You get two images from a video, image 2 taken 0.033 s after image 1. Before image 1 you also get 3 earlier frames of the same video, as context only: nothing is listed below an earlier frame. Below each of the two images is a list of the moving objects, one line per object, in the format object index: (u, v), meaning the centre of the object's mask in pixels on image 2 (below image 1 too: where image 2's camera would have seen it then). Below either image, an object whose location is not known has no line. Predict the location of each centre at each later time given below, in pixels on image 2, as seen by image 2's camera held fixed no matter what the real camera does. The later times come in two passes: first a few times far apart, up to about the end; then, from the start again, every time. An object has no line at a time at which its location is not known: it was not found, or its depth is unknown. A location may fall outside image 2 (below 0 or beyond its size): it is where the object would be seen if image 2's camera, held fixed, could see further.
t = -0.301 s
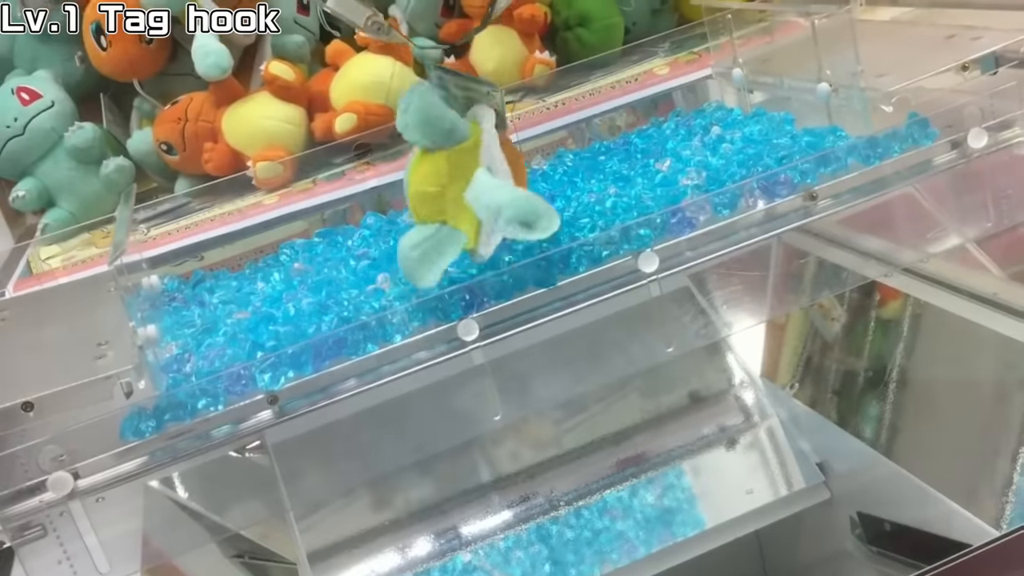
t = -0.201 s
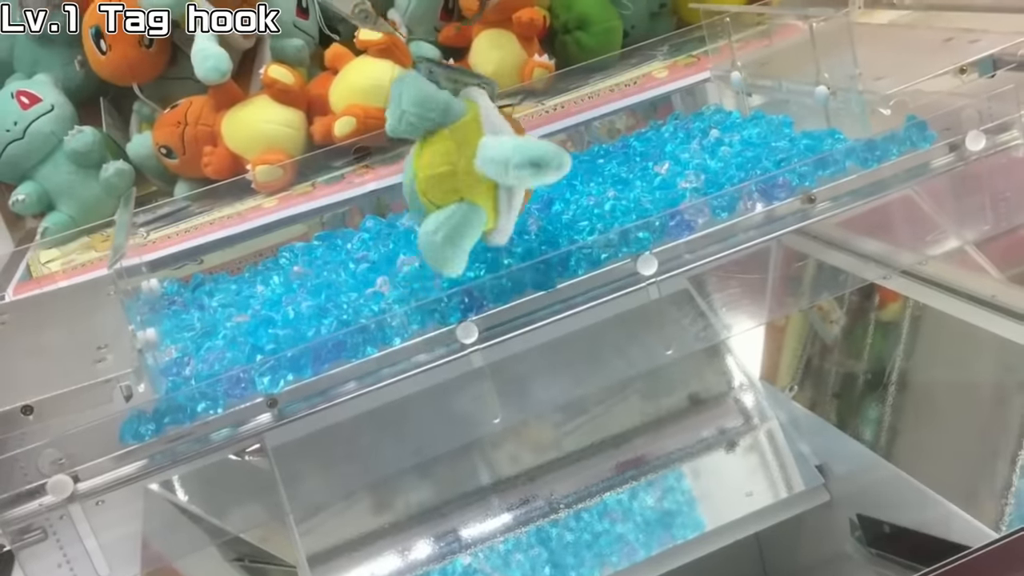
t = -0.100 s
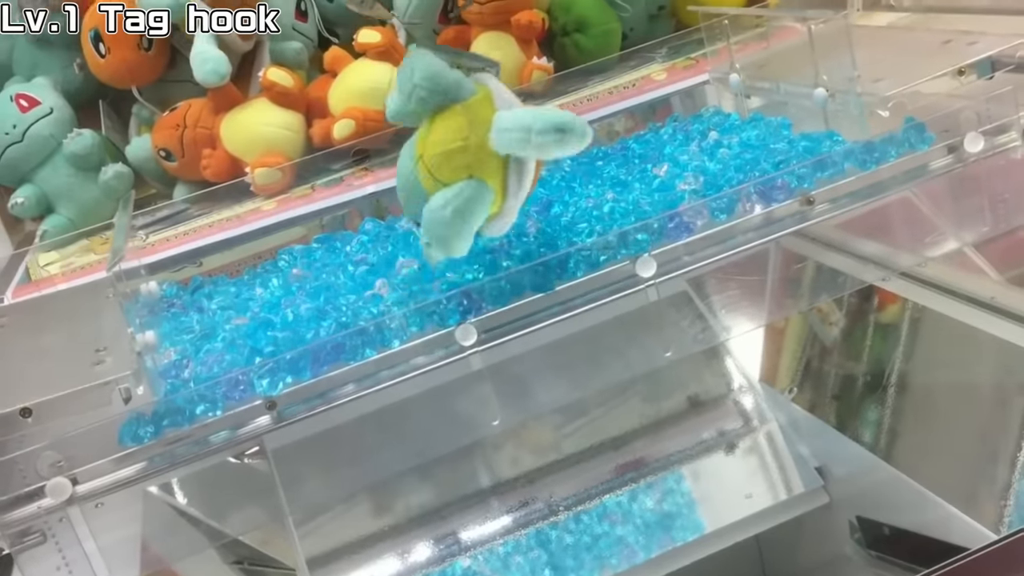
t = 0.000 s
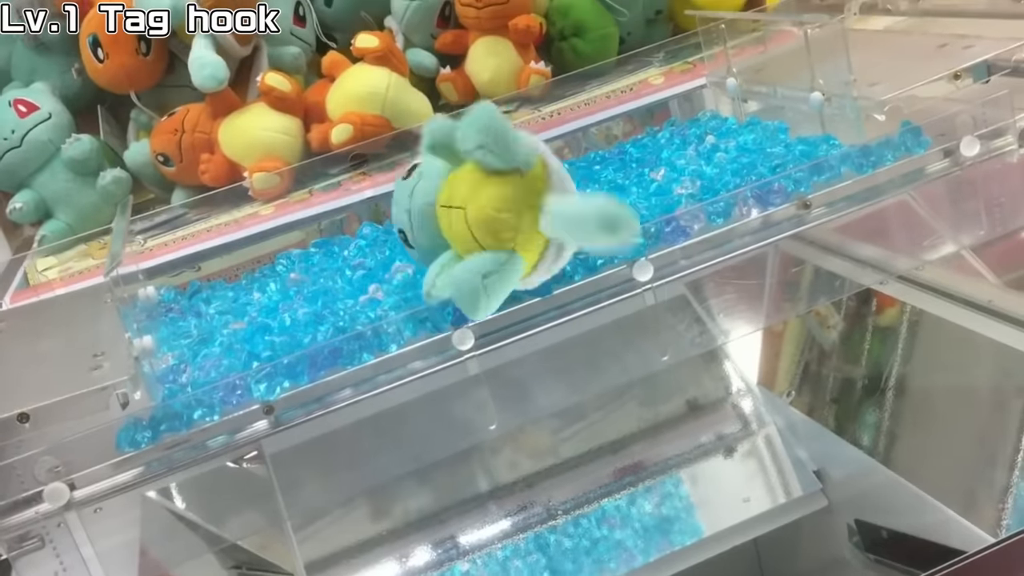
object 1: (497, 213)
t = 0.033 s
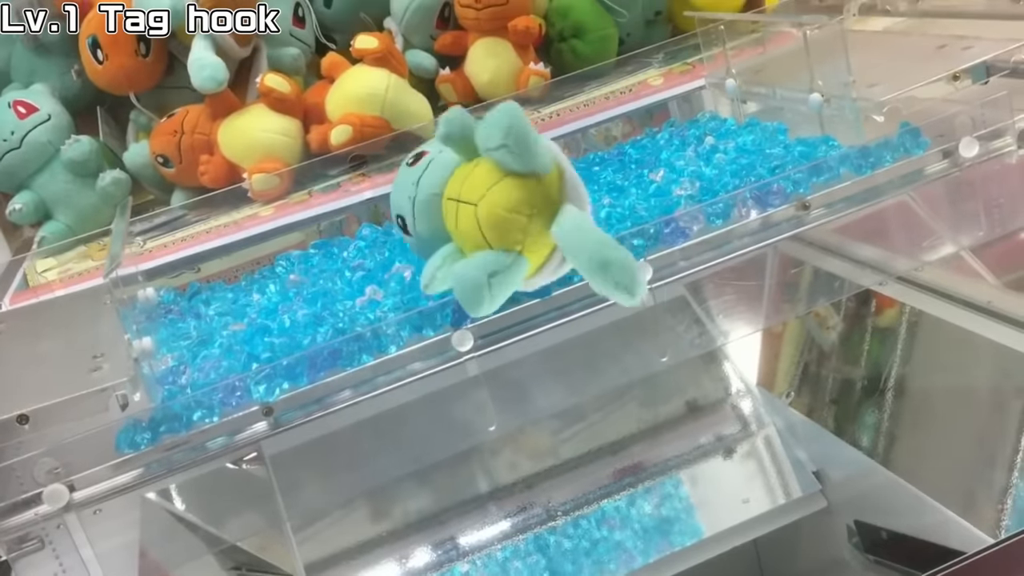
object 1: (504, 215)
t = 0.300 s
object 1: (529, 198)
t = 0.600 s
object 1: (533, 198)
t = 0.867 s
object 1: (532, 199)
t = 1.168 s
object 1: (532, 199)
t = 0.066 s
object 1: (511, 213)
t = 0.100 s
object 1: (517, 208)
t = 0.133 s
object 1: (522, 204)
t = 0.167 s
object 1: (526, 200)
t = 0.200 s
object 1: (529, 198)
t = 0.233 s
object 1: (528, 199)
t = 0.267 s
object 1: (527, 196)
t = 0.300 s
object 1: (529, 198)
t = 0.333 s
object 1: (532, 197)
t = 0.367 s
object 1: (534, 198)
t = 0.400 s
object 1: (535, 198)
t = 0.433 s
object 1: (535, 198)
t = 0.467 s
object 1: (535, 198)
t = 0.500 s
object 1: (535, 198)
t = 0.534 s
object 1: (535, 198)
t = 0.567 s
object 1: (534, 198)
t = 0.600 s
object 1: (533, 198)
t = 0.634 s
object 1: (533, 199)
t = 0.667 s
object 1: (533, 199)
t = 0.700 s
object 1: (533, 199)
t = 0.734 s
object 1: (533, 199)
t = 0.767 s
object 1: (533, 199)
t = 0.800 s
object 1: (533, 199)
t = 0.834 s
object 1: (533, 199)
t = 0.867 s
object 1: (532, 199)
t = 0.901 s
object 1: (532, 199)
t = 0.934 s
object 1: (532, 199)
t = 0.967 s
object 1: (532, 199)
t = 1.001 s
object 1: (532, 199)
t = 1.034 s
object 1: (532, 199)
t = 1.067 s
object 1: (532, 199)
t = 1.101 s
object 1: (532, 199)
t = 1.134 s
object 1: (532, 199)
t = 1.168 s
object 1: (532, 199)
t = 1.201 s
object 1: (532, 199)
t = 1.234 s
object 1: (531, 199)
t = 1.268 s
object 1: (531, 199)
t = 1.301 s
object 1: (531, 199)
